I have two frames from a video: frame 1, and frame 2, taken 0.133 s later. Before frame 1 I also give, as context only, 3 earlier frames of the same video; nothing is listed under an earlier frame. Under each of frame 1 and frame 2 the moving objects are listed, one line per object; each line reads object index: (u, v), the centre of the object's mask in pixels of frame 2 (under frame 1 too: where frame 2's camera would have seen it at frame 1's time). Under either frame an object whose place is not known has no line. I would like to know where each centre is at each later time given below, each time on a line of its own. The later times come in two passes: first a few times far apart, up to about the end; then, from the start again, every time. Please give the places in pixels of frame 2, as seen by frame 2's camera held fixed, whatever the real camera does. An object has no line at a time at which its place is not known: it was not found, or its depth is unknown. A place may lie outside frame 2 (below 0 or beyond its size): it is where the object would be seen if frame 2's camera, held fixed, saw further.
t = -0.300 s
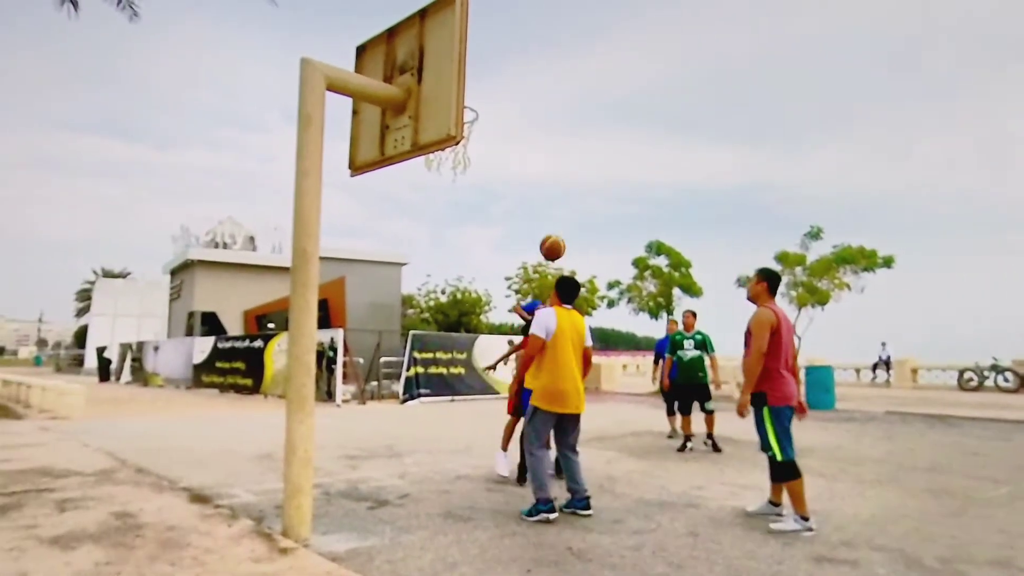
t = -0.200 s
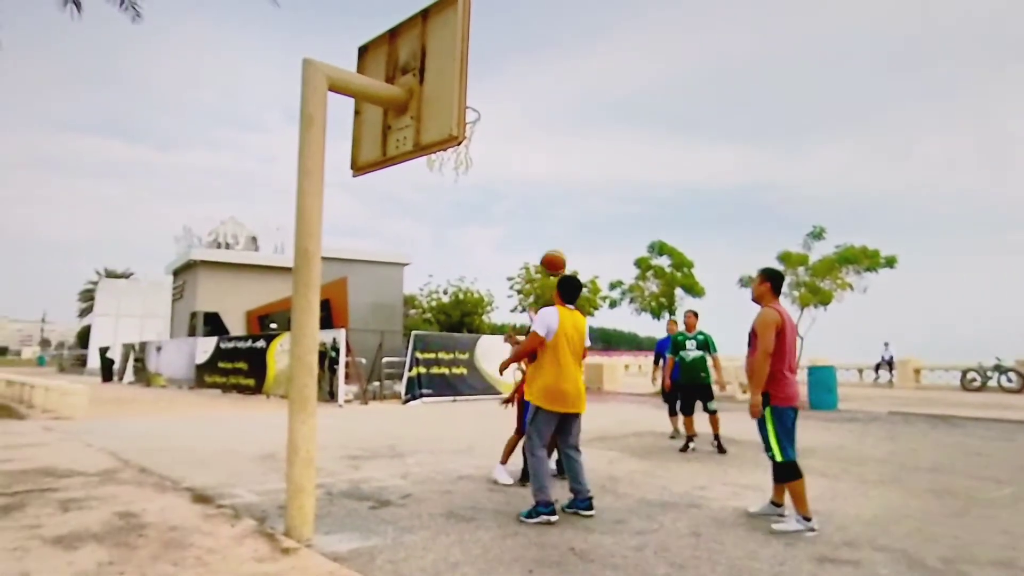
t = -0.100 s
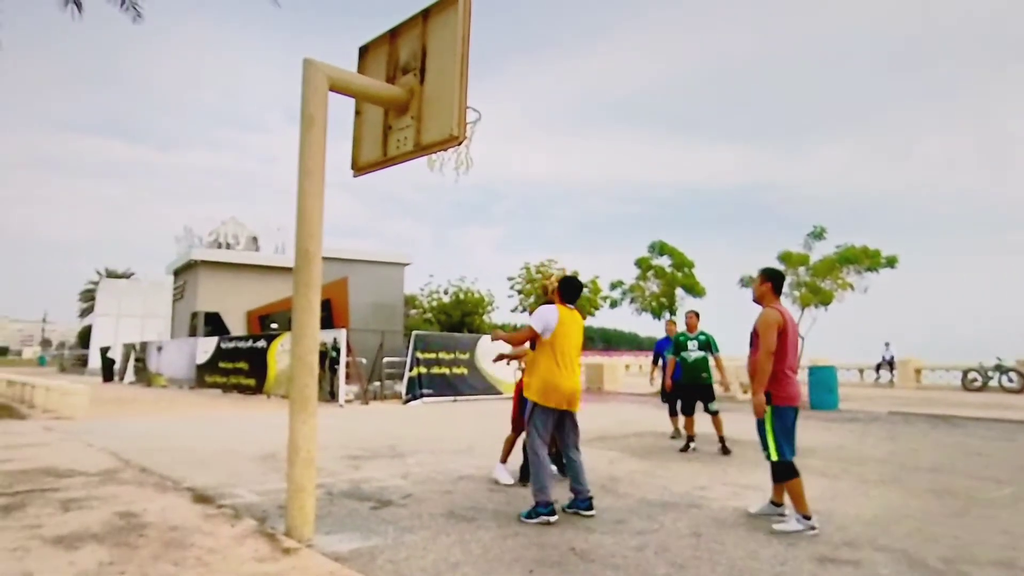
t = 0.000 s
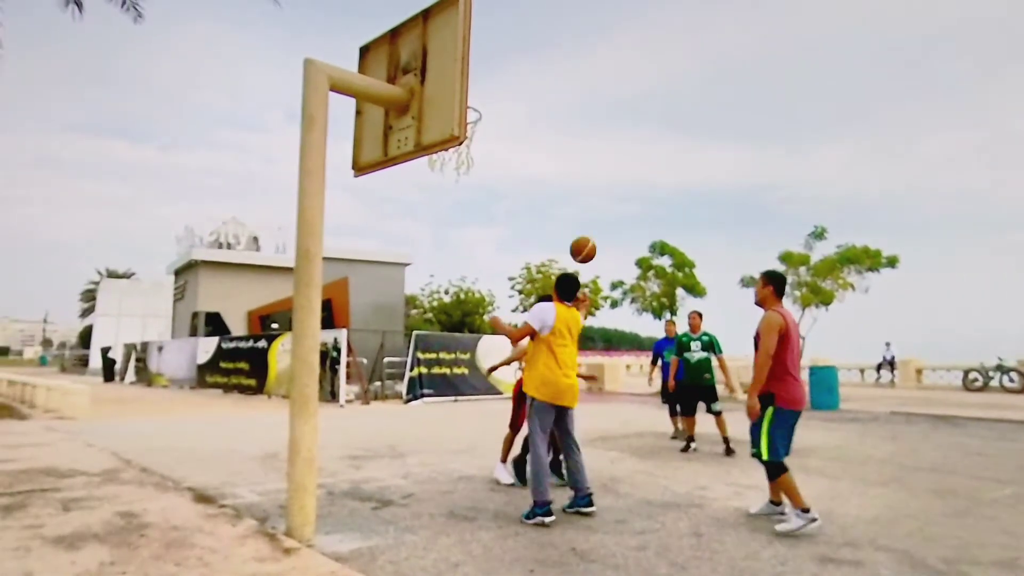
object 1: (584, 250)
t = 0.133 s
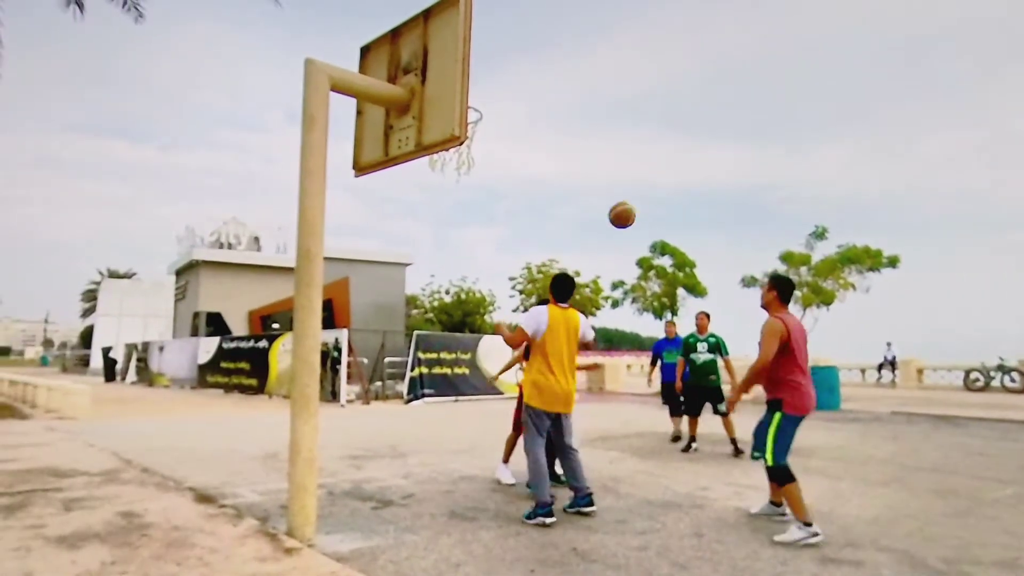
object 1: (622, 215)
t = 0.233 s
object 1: (651, 202)
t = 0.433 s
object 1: (709, 210)
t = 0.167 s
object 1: (631, 210)
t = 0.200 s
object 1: (641, 205)
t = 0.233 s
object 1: (651, 202)
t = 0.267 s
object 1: (661, 200)
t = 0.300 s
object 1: (670, 199)
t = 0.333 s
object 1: (680, 200)
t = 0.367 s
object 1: (690, 202)
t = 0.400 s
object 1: (700, 205)
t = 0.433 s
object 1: (709, 210)
